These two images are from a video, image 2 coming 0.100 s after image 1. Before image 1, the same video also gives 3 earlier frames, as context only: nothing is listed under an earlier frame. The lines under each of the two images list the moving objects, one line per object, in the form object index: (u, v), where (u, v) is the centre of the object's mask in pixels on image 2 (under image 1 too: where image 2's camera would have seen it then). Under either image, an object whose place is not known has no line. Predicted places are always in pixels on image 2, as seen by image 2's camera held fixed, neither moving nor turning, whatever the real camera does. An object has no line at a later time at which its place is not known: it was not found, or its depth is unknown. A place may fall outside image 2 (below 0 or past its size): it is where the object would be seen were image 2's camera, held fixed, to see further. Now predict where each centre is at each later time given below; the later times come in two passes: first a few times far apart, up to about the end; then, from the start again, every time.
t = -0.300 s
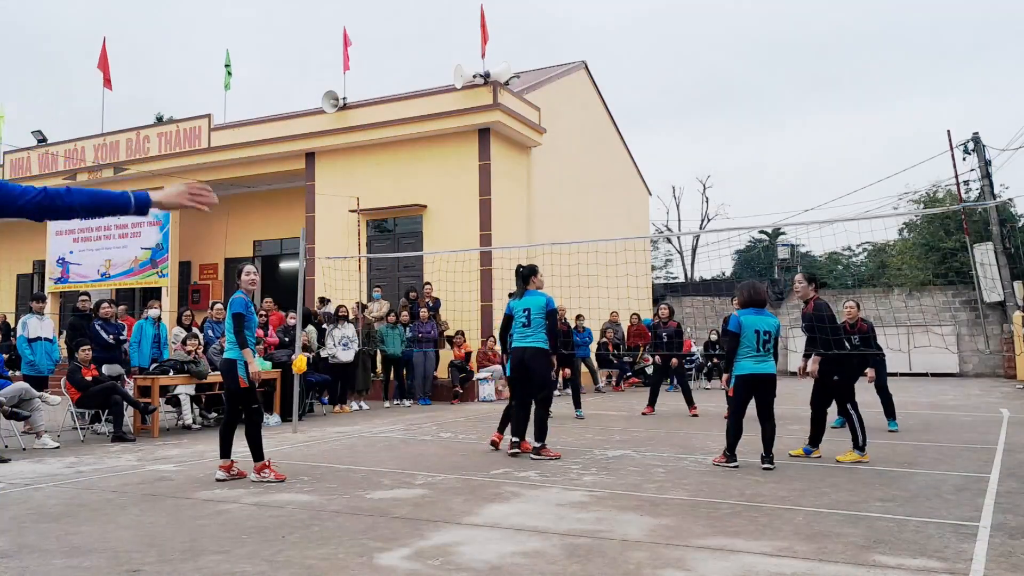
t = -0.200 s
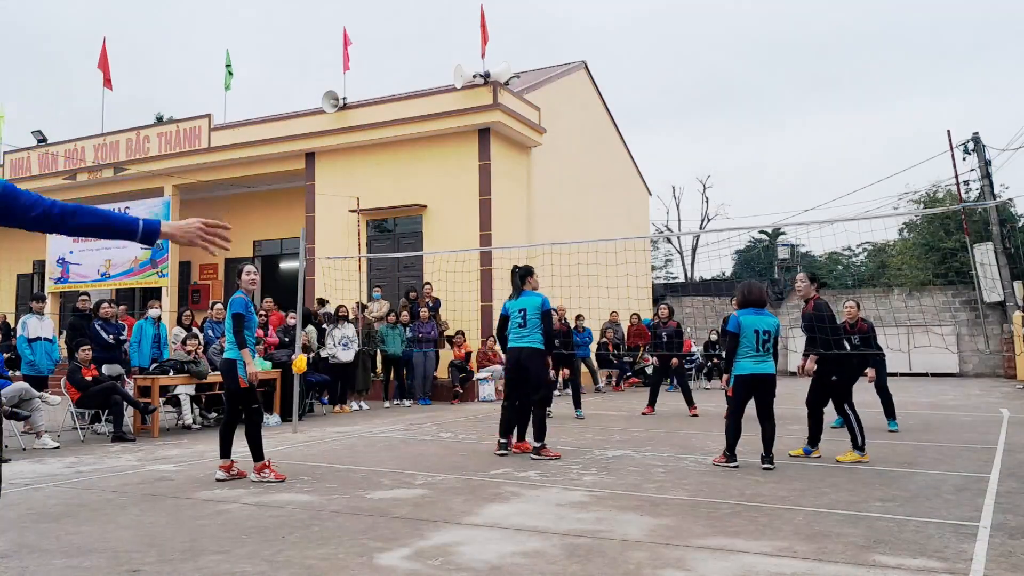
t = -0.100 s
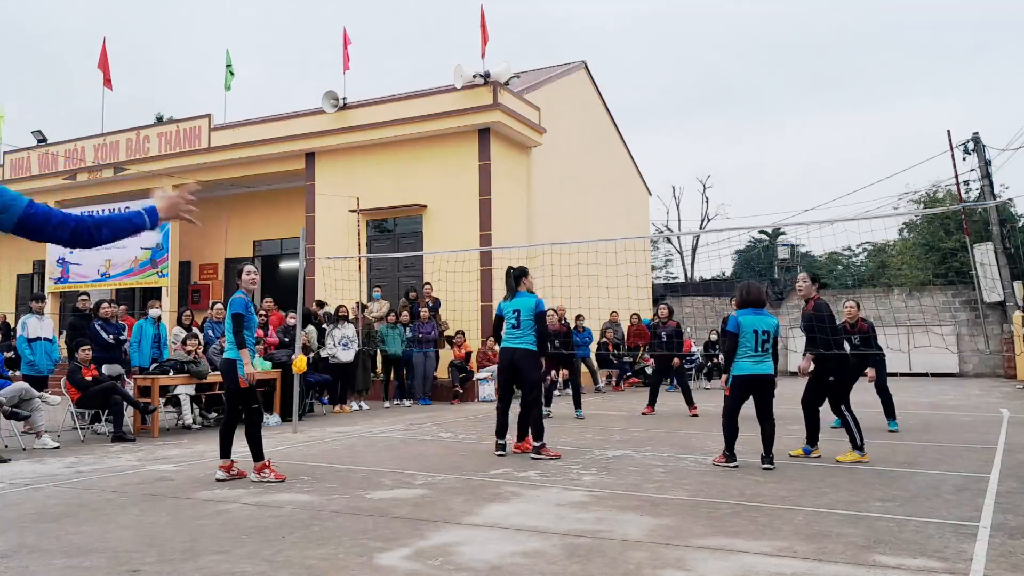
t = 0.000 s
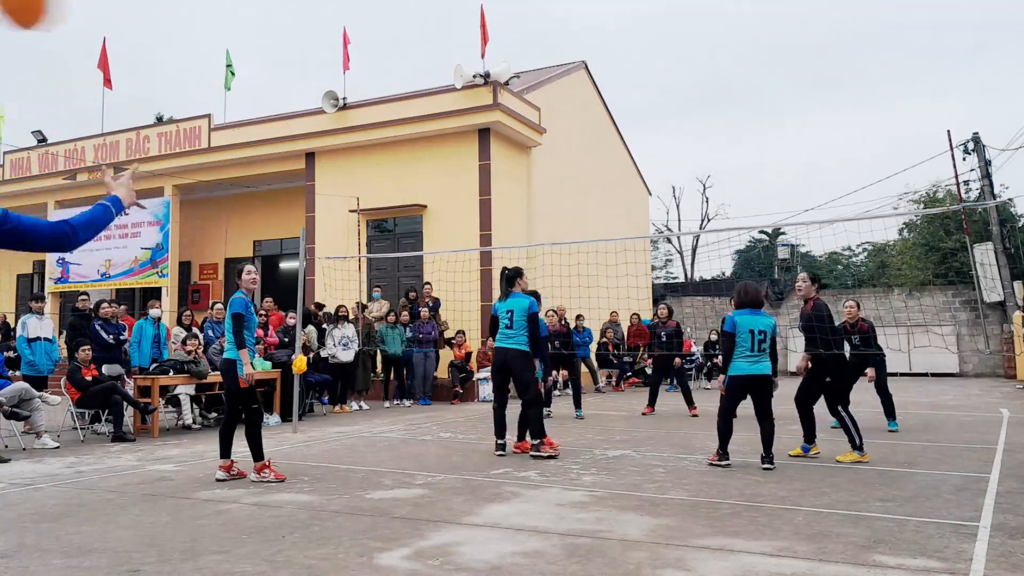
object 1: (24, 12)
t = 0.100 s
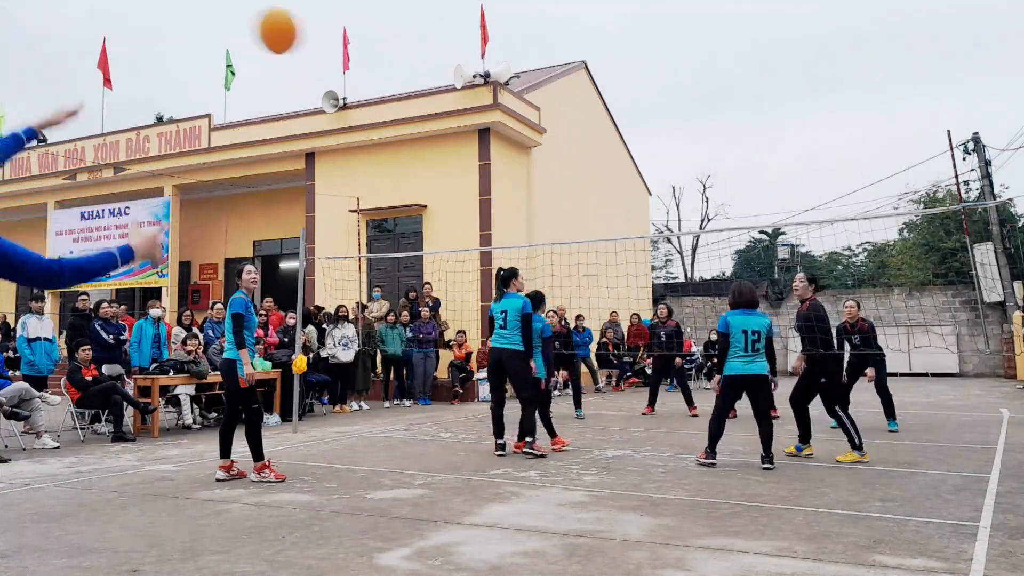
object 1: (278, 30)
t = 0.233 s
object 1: (429, 60)
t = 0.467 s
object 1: (534, 112)
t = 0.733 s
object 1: (585, 199)
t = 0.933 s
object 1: (605, 271)
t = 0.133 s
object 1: (329, 38)
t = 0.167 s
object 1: (369, 46)
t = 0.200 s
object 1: (402, 53)
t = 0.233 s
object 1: (429, 60)
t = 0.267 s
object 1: (452, 67)
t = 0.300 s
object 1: (471, 73)
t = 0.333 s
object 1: (487, 80)
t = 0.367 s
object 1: (501, 86)
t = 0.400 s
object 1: (514, 95)
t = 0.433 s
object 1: (524, 103)
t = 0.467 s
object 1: (534, 112)
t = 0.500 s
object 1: (543, 122)
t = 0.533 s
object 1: (550, 133)
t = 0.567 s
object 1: (557, 143)
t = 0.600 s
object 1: (563, 154)
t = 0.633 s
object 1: (570, 165)
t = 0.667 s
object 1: (575, 176)
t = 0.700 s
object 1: (580, 187)
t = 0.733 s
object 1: (585, 199)
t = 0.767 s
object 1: (589, 210)
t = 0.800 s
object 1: (593, 221)
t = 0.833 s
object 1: (596, 233)
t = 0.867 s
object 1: (599, 247)
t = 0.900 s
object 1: (602, 258)
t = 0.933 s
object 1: (605, 271)
